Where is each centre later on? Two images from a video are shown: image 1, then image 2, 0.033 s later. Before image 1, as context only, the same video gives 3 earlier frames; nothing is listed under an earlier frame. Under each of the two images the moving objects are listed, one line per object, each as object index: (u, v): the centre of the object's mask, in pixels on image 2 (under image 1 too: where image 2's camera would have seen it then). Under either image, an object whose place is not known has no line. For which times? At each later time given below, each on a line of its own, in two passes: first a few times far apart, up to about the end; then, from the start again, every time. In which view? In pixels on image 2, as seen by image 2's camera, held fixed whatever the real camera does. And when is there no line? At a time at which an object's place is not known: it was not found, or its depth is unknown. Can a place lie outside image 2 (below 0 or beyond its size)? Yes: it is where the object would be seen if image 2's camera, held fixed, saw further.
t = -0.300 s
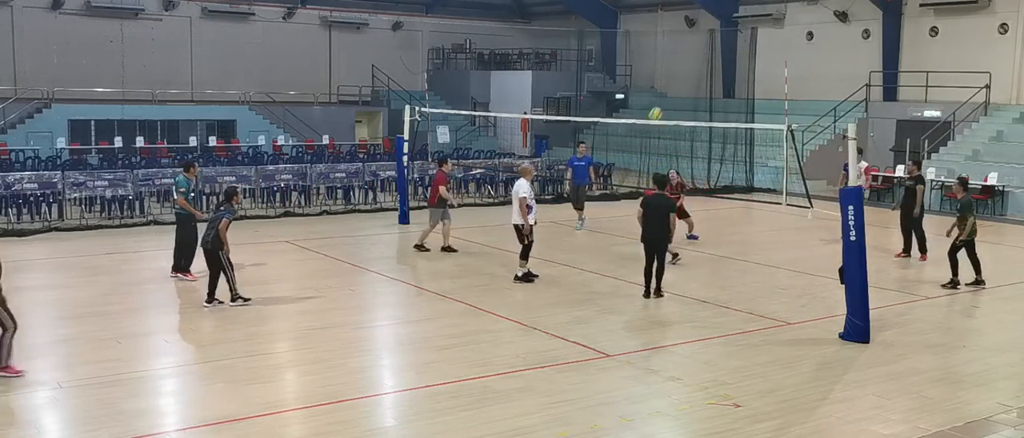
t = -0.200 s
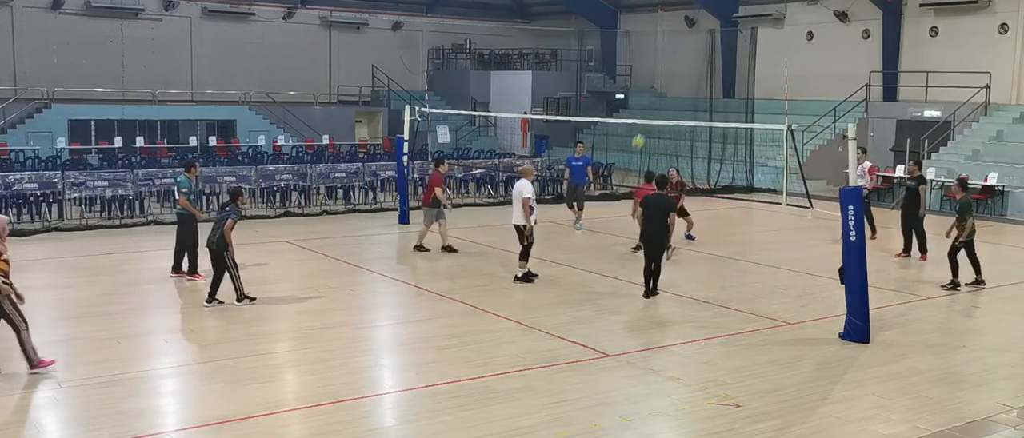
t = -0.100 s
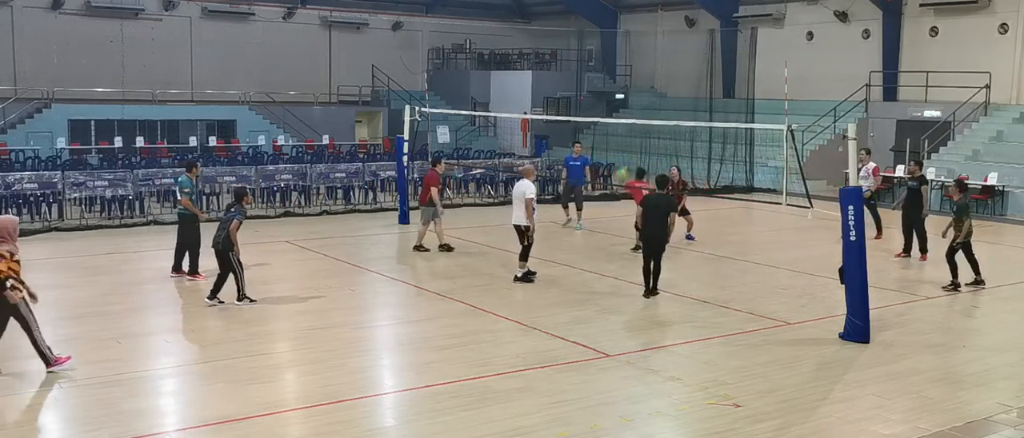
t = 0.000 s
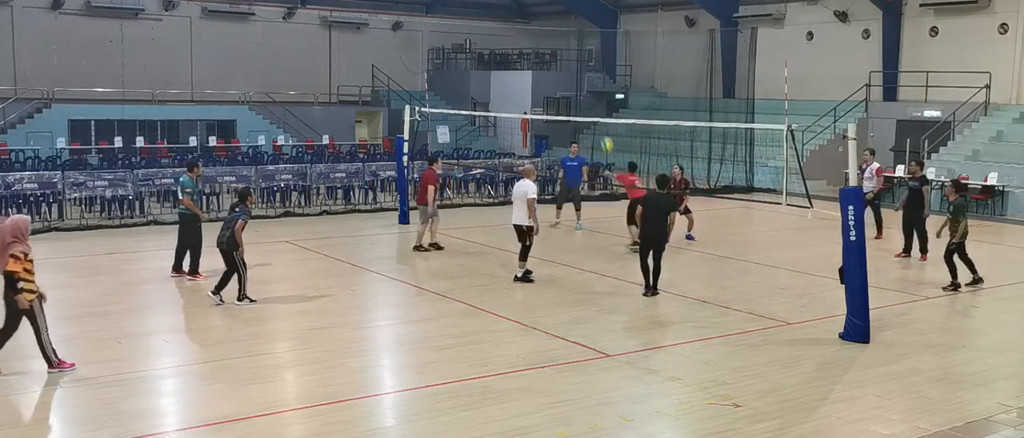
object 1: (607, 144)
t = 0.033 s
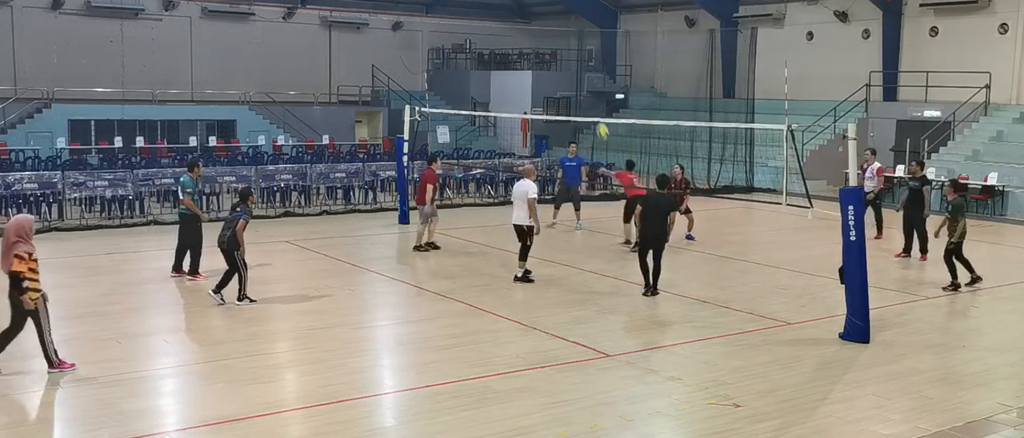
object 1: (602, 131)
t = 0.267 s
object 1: (571, 55)
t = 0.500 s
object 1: (540, 10)
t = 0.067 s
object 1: (598, 118)
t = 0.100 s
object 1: (593, 107)
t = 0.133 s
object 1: (589, 96)
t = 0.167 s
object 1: (584, 85)
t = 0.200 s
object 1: (580, 74)
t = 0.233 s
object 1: (575, 64)
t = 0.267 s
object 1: (571, 55)
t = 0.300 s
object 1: (566, 47)
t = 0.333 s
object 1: (562, 39)
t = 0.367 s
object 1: (557, 32)
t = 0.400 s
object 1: (553, 26)
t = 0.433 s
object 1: (548, 20)
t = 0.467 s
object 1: (544, 14)
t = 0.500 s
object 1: (540, 10)
